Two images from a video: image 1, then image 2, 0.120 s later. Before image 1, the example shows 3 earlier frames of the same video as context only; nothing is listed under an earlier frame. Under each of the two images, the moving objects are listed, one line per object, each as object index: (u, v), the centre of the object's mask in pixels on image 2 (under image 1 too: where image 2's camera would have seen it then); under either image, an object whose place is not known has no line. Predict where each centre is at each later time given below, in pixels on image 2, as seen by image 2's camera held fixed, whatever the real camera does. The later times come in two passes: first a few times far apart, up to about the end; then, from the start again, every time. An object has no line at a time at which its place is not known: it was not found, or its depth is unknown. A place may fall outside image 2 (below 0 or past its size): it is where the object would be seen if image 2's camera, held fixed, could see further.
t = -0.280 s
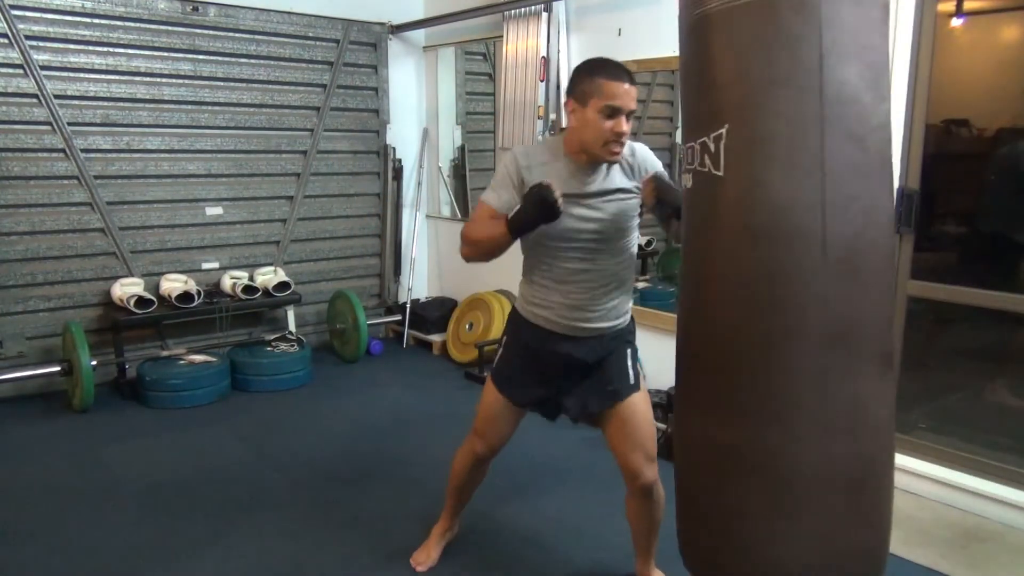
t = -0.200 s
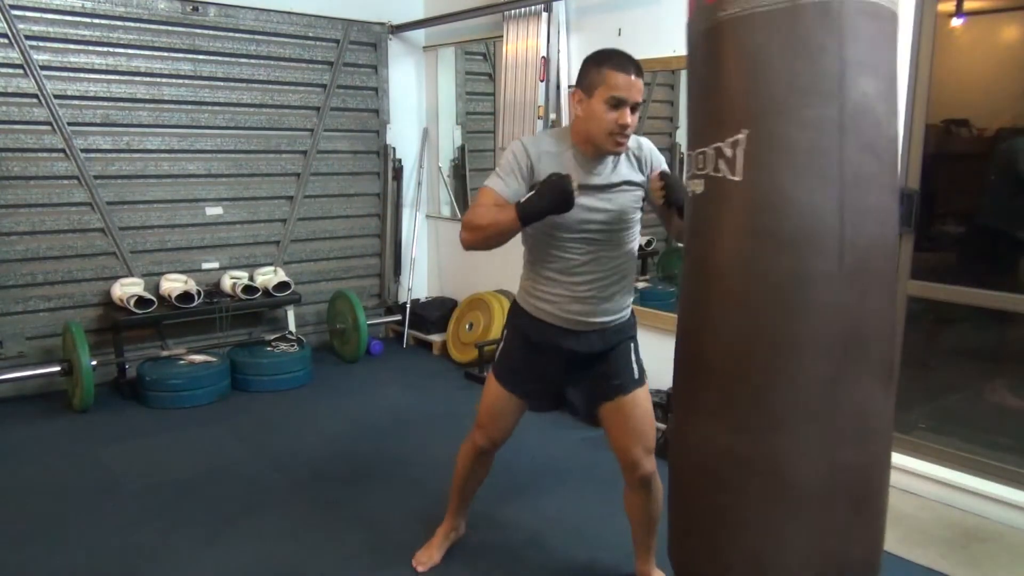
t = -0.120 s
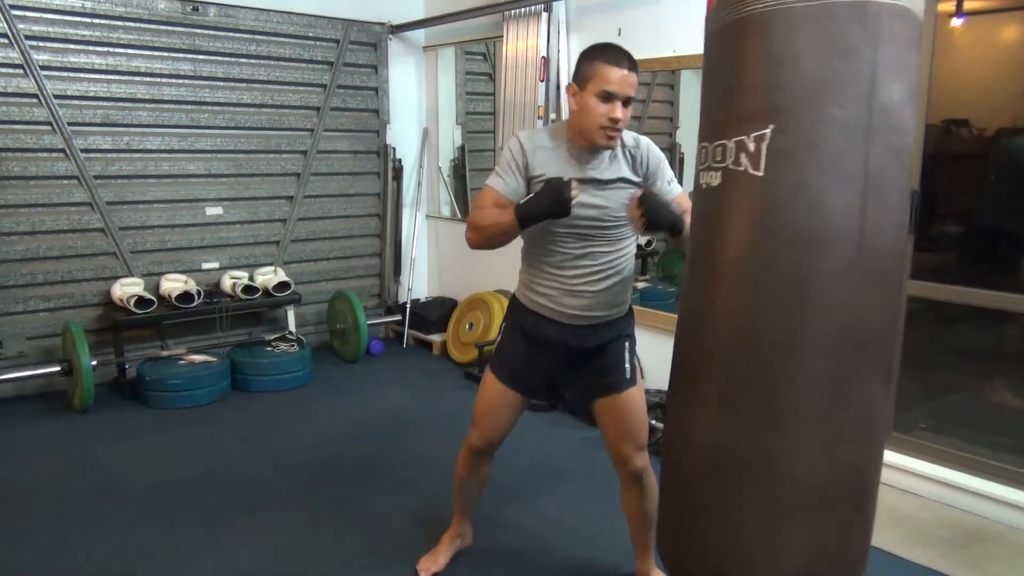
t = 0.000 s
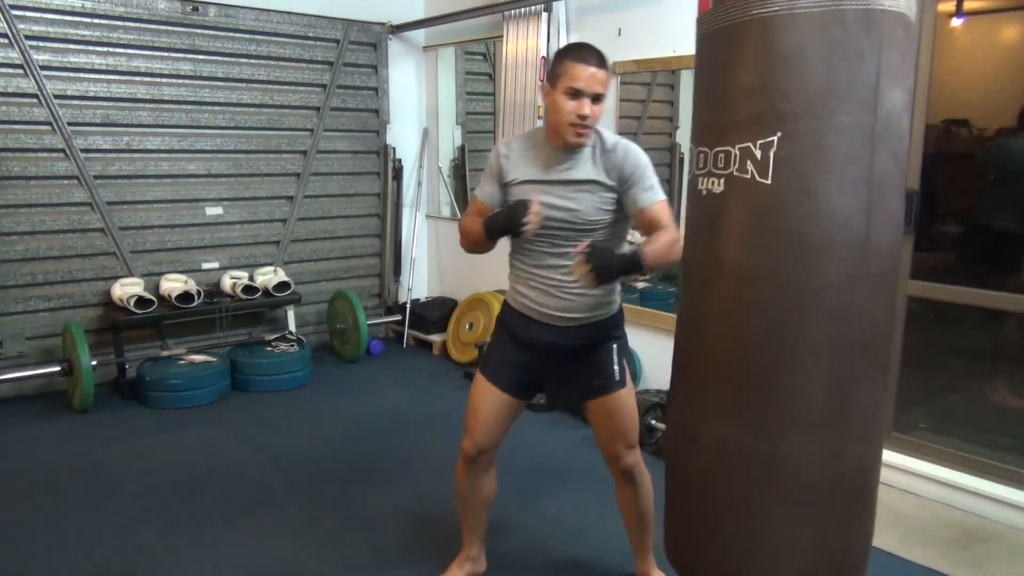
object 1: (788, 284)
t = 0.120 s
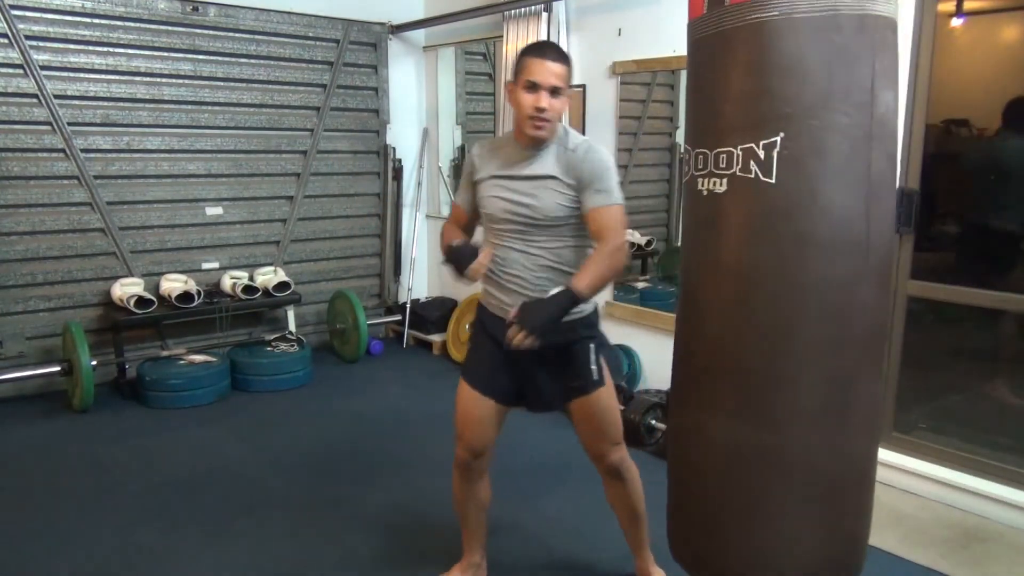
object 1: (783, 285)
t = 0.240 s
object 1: (779, 280)
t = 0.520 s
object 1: (768, 261)
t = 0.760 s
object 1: (759, 247)
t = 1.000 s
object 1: (753, 240)
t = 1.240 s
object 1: (750, 247)
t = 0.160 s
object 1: (781, 284)
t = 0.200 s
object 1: (780, 282)
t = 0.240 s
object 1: (779, 280)
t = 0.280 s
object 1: (778, 278)
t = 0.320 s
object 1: (776, 275)
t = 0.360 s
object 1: (775, 274)
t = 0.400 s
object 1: (773, 271)
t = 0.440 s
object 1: (771, 268)
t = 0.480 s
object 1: (770, 265)
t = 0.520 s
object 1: (768, 261)
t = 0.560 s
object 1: (767, 258)
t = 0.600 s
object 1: (766, 254)
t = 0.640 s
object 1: (764, 253)
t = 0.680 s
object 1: (762, 250)
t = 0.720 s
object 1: (761, 248)
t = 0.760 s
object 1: (759, 247)
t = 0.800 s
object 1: (758, 244)
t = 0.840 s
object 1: (757, 243)
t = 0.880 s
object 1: (756, 242)
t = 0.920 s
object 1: (755, 242)
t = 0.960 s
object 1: (754, 241)
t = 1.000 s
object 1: (753, 240)
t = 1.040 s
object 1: (752, 241)
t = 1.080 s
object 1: (752, 242)
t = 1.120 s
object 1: (751, 242)
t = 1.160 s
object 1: (751, 244)
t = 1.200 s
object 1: (750, 245)
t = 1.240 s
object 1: (750, 247)
